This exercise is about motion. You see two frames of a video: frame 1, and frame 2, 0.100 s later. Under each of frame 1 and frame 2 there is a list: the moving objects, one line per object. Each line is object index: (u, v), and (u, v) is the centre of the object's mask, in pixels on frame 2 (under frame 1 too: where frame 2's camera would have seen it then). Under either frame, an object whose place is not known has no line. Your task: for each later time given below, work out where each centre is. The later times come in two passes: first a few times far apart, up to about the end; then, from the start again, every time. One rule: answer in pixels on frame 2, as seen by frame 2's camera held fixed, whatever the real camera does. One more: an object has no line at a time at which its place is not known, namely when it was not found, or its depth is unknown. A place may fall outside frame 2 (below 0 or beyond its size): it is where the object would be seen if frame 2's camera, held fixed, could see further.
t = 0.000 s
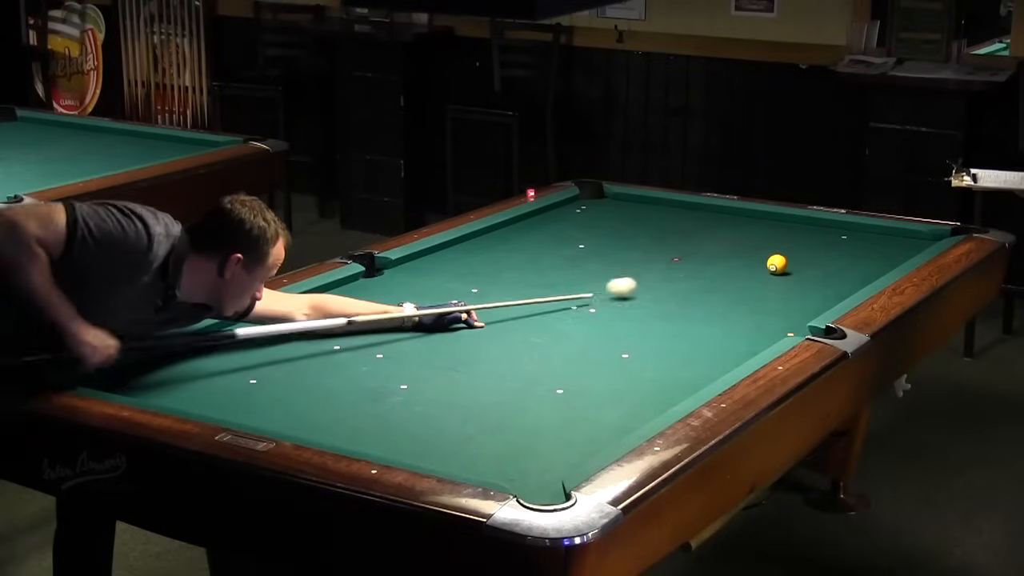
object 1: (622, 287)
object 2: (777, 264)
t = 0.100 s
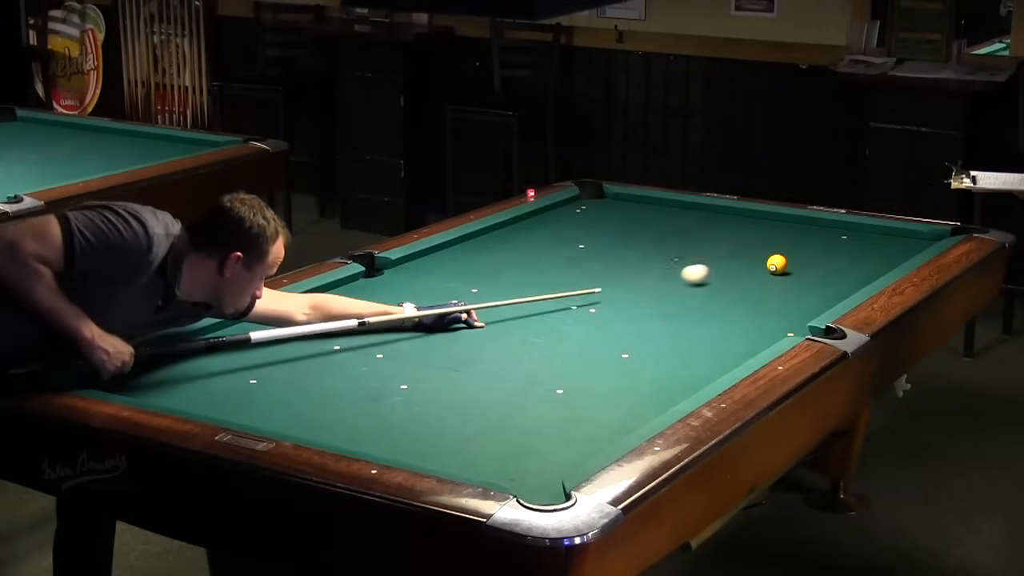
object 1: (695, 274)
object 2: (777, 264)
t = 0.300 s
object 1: (763, 249)
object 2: (835, 266)
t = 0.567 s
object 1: (801, 219)
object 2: (858, 259)
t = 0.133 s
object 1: (717, 270)
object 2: (777, 264)
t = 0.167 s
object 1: (739, 266)
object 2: (777, 264)
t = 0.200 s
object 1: (757, 262)
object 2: (780, 264)
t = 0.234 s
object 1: (758, 258)
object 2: (800, 264)
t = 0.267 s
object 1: (760, 254)
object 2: (818, 265)
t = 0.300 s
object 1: (763, 249)
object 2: (835, 266)
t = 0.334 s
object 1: (767, 245)
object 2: (851, 266)
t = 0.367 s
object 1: (772, 241)
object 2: (866, 267)
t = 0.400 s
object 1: (777, 237)
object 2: (880, 266)
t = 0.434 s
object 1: (782, 234)
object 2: (885, 265)
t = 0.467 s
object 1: (787, 230)
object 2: (879, 265)
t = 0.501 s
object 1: (792, 226)
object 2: (872, 262)
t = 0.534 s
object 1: (796, 223)
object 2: (865, 261)
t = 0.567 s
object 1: (801, 219)
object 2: (858, 259)
